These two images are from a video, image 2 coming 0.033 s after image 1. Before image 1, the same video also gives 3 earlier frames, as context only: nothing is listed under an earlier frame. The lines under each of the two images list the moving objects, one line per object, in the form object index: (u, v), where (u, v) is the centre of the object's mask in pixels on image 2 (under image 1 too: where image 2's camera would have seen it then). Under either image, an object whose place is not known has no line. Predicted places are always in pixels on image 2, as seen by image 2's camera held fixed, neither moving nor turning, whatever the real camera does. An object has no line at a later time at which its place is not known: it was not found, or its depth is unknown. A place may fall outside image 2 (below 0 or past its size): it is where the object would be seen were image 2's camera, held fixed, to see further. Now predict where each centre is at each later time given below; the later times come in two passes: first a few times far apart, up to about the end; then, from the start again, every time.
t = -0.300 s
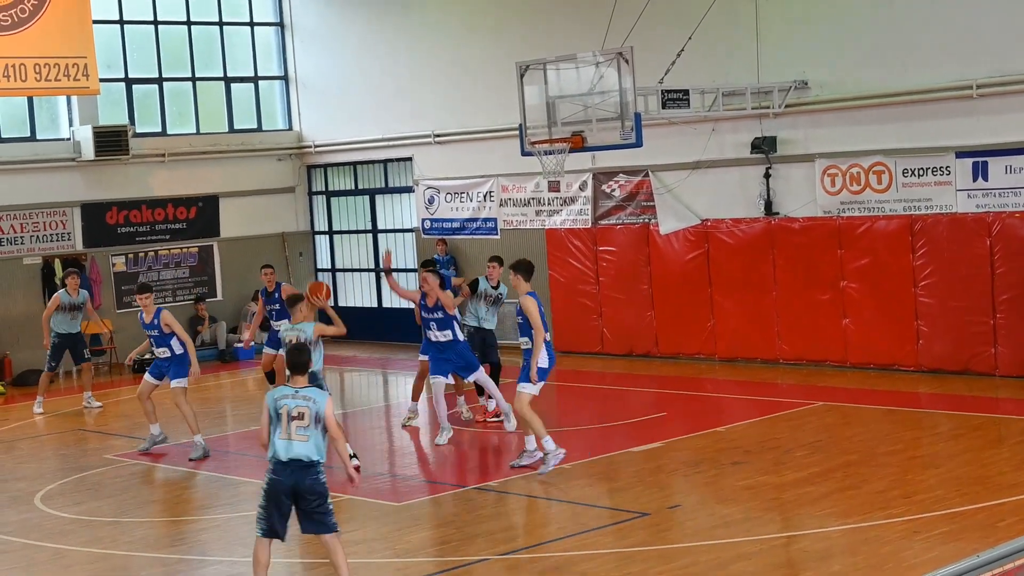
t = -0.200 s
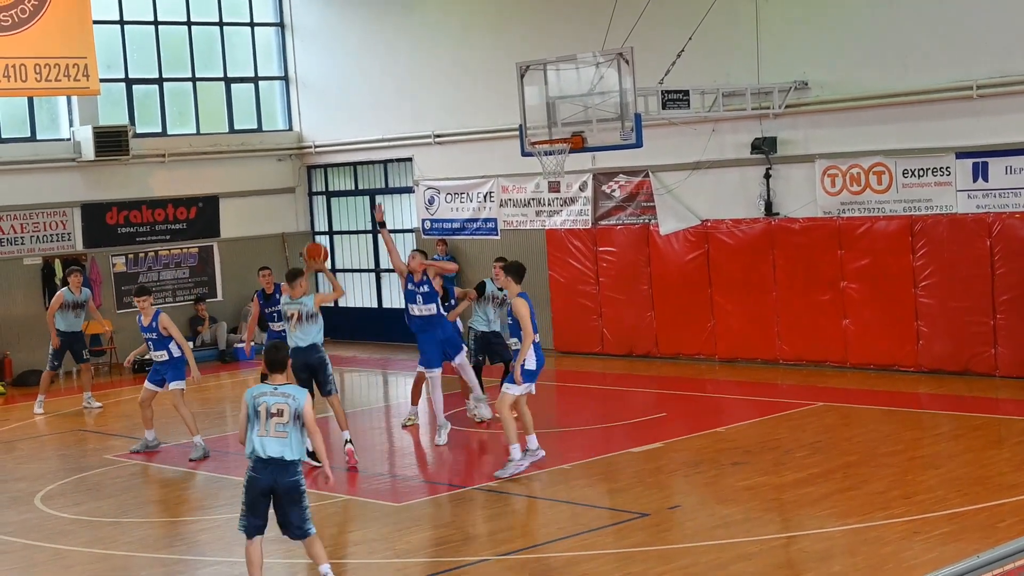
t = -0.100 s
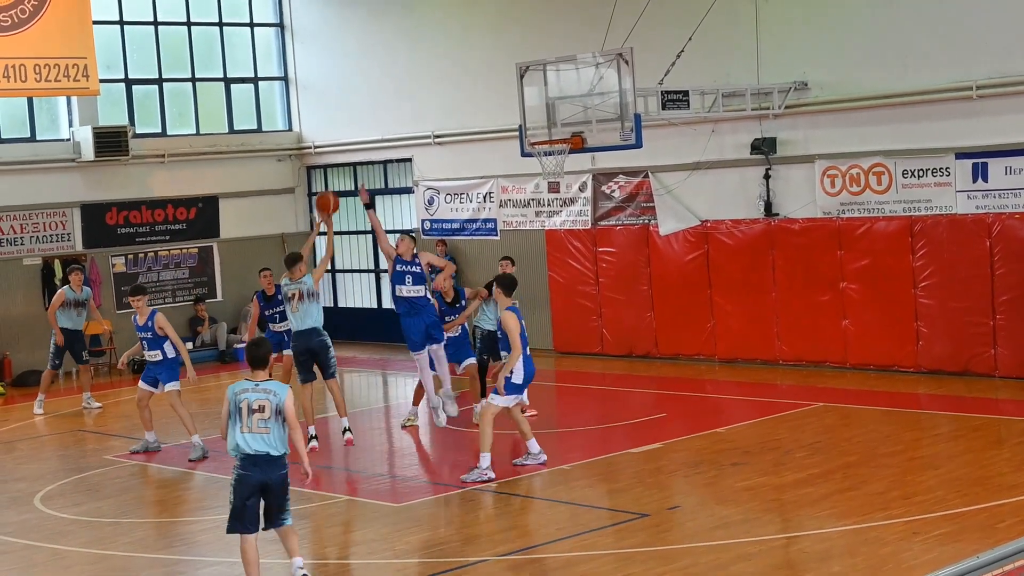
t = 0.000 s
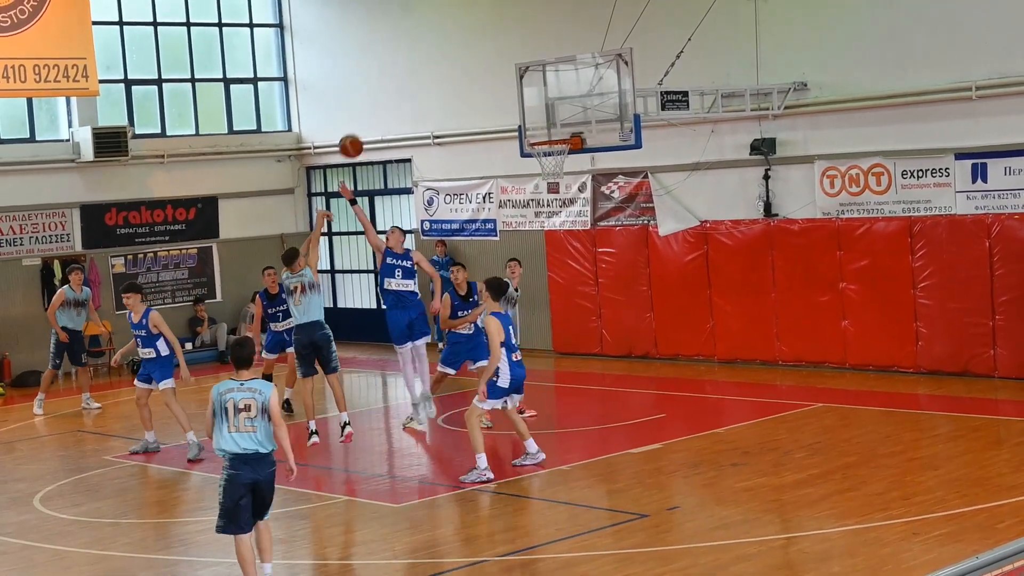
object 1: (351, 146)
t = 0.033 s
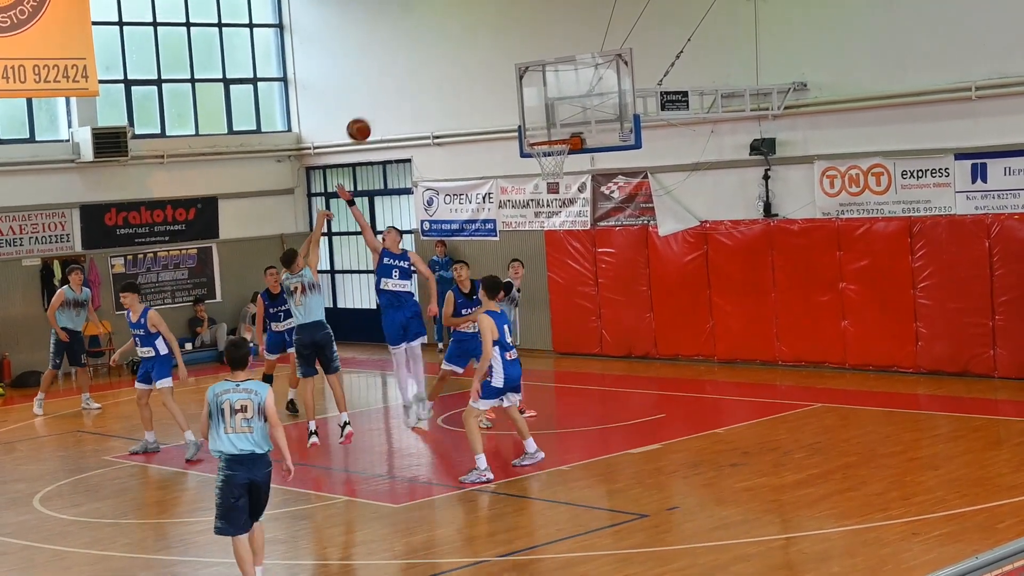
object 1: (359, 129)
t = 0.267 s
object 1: (415, 50)
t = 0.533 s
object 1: (478, 29)
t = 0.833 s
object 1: (546, 83)
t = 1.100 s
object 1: (537, 160)
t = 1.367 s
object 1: (548, 164)
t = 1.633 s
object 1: (554, 178)
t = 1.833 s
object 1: (552, 210)
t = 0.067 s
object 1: (367, 115)
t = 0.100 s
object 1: (375, 101)
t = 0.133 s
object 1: (383, 88)
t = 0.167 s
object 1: (391, 77)
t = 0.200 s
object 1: (399, 67)
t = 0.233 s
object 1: (407, 58)
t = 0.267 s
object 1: (415, 50)
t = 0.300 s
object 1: (423, 44)
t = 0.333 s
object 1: (430, 38)
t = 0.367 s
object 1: (439, 34)
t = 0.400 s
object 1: (447, 31)
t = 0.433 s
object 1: (454, 29)
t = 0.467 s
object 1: (462, 28)
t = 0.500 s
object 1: (470, 28)
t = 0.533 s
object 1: (478, 29)
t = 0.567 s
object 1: (486, 31)
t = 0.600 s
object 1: (494, 34)
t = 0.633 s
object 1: (501, 39)
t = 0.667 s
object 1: (509, 44)
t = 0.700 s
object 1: (516, 50)
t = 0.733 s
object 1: (524, 56)
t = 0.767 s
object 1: (531, 64)
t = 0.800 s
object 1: (539, 74)
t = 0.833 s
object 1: (546, 83)
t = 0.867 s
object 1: (554, 93)
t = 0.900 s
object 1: (561, 104)
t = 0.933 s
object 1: (561, 114)
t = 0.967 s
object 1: (556, 124)
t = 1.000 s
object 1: (550, 133)
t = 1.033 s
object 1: (545, 144)
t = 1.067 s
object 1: (540, 158)
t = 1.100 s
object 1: (537, 160)
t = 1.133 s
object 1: (538, 158)
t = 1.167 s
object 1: (539, 156)
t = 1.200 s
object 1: (539, 156)
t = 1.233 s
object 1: (539, 155)
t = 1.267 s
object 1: (540, 157)
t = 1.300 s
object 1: (541, 158)
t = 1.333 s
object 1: (544, 161)
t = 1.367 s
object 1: (548, 164)
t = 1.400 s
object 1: (551, 167)
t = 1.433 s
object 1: (553, 169)
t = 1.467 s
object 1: (555, 172)
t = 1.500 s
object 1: (556, 174)
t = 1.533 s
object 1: (556, 175)
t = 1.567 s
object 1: (556, 175)
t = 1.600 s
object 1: (555, 177)
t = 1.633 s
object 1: (554, 178)
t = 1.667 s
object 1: (555, 184)
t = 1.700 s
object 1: (554, 186)
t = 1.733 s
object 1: (553, 190)
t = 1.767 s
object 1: (553, 195)
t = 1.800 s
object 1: (553, 203)
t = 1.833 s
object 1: (552, 210)
